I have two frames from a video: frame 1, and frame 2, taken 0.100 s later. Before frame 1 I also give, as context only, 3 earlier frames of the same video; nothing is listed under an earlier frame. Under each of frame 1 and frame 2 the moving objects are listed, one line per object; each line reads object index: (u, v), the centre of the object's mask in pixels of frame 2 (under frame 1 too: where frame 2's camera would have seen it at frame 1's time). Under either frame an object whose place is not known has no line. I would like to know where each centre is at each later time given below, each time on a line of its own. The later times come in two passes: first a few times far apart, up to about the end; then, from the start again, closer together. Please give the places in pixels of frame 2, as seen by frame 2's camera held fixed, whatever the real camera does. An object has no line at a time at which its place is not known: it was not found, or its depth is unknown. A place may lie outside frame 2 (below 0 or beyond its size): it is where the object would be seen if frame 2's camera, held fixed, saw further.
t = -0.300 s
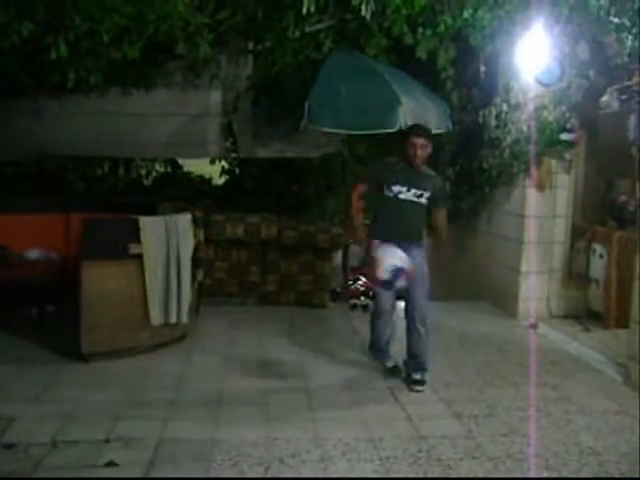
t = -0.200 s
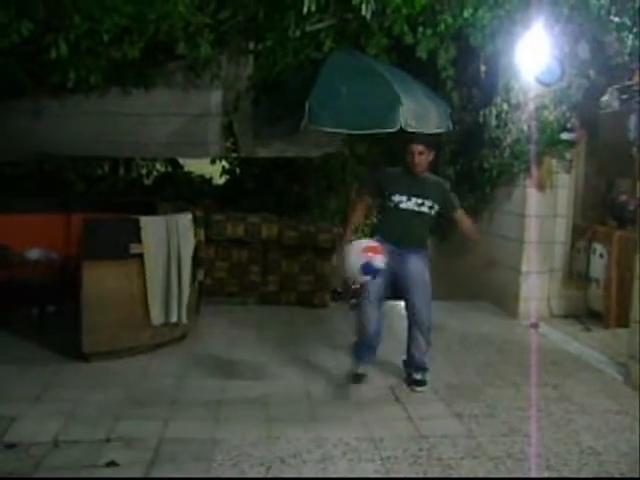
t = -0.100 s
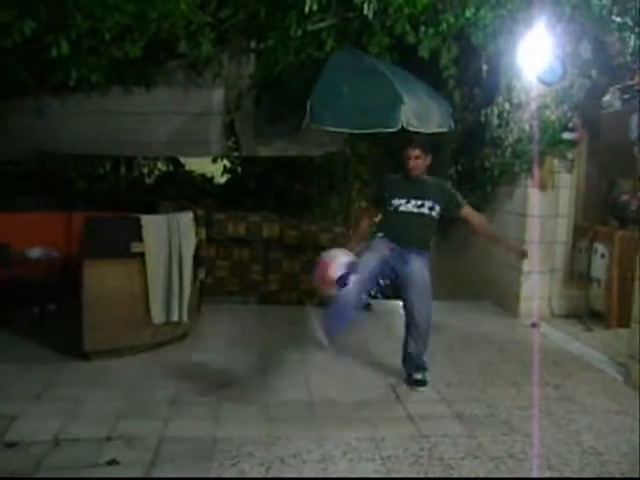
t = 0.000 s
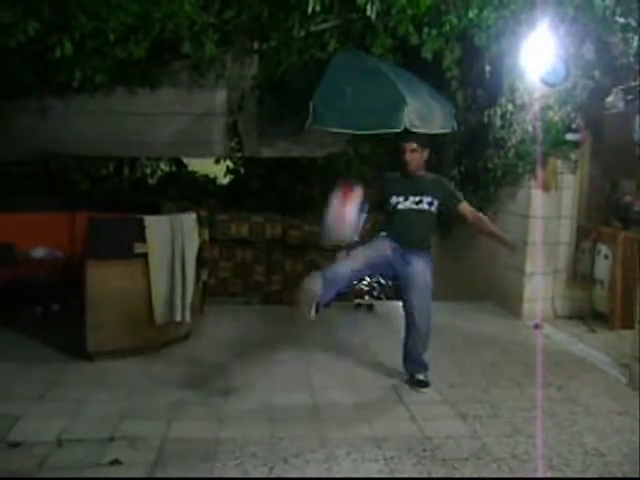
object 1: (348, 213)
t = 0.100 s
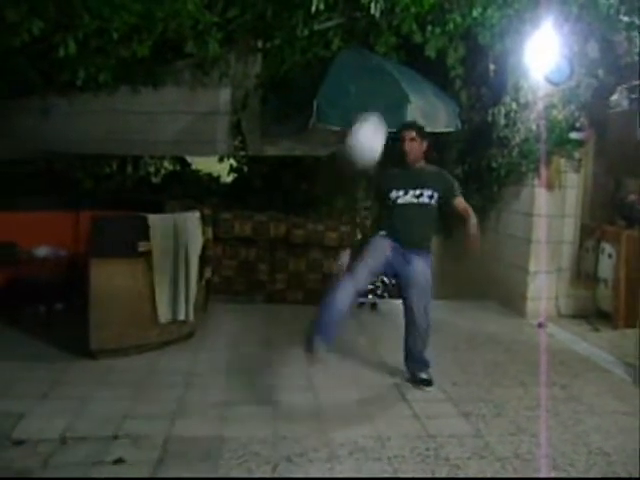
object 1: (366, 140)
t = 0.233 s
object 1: (387, 74)
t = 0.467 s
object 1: (420, 50)
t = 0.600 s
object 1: (438, 87)
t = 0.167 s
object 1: (376, 101)
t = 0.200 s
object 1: (382, 86)
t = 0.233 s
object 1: (387, 74)
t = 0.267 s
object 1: (391, 63)
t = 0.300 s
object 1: (396, 54)
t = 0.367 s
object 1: (405, 46)
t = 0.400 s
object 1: (410, 45)
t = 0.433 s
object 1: (415, 46)
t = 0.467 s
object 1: (420, 50)
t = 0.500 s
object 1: (424, 56)
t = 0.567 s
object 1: (433, 75)
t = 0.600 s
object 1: (438, 87)
